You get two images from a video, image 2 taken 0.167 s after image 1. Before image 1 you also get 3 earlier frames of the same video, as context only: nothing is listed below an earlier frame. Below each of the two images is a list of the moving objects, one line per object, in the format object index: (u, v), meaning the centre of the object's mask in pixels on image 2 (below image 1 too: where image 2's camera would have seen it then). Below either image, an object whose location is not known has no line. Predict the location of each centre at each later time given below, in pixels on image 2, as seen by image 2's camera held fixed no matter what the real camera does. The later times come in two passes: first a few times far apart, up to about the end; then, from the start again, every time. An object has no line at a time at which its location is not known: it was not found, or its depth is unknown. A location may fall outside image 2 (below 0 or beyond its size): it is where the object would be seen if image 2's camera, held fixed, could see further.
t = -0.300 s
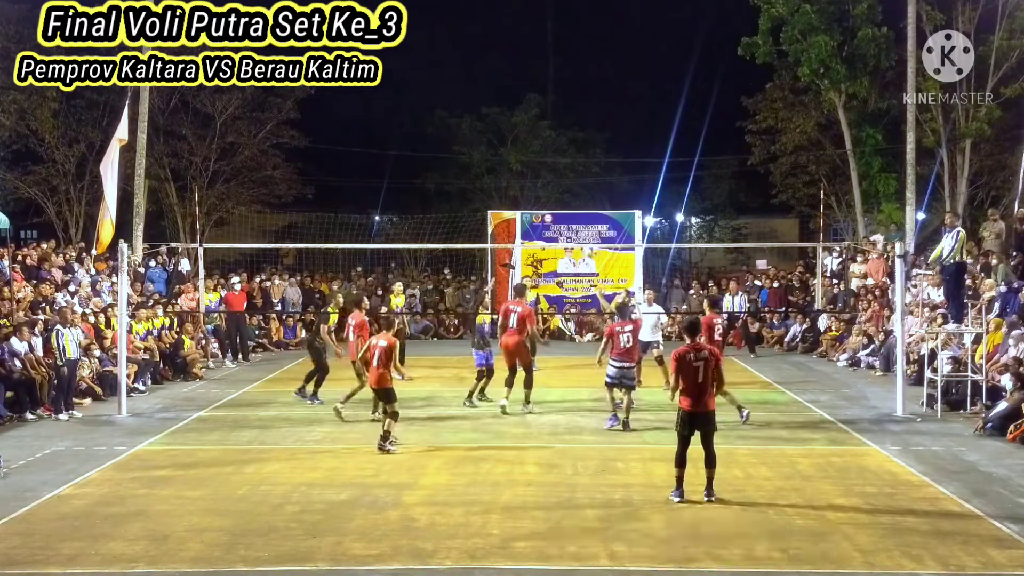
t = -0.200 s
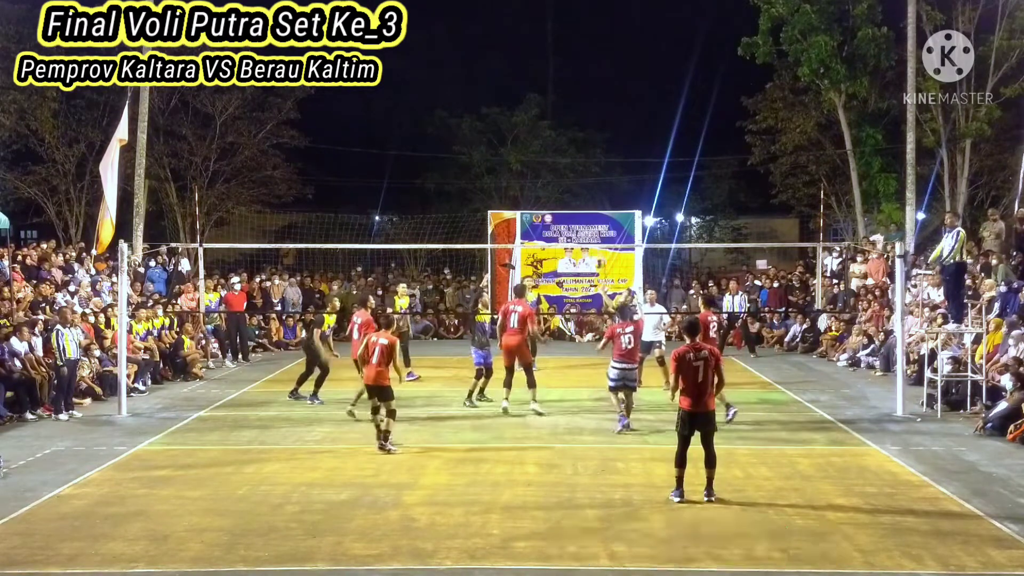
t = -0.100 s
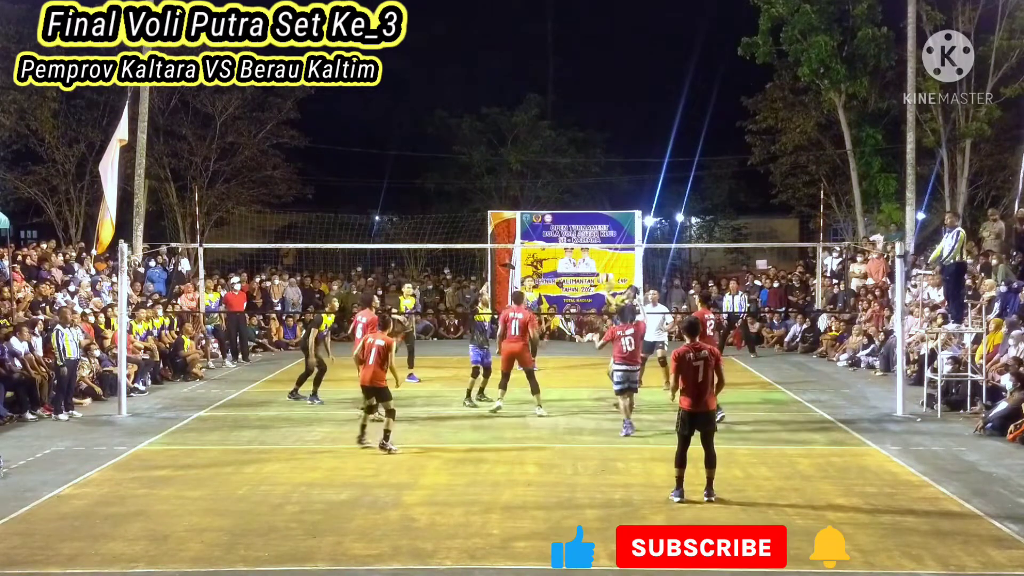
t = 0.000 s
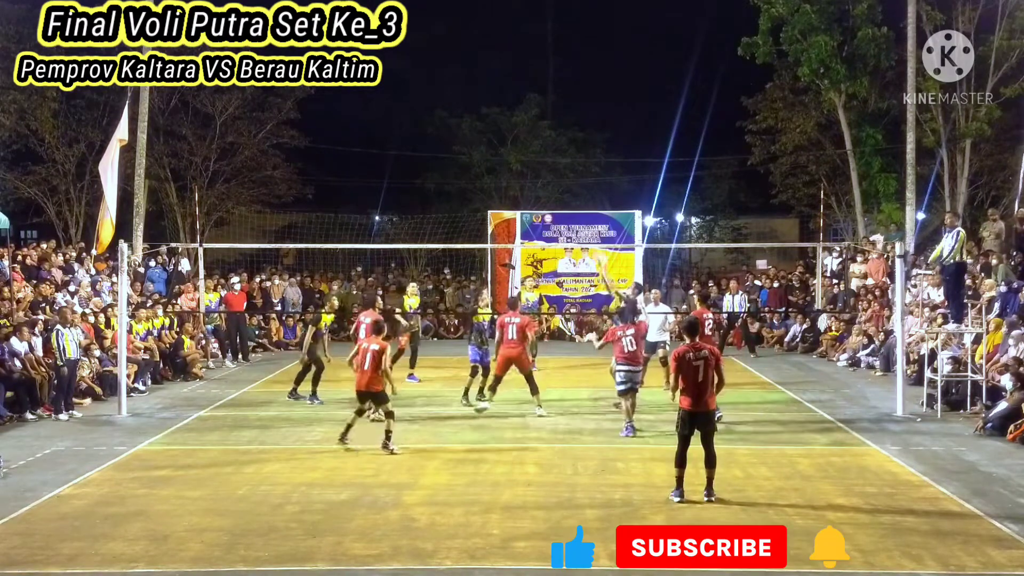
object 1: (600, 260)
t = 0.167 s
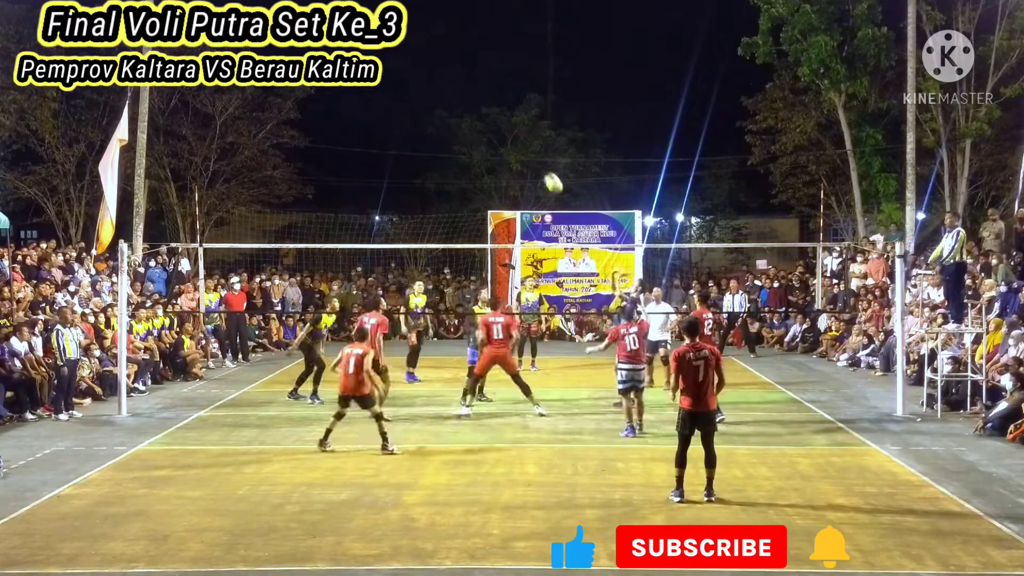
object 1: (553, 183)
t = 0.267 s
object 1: (526, 146)
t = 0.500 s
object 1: (463, 88)
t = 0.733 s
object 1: (403, 68)
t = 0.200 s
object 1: (544, 170)
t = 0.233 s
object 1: (535, 158)
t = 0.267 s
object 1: (526, 146)
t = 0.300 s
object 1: (517, 136)
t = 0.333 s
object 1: (508, 126)
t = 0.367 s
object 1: (499, 117)
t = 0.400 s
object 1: (490, 109)
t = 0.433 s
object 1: (481, 101)
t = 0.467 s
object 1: (472, 94)
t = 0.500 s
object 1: (463, 88)
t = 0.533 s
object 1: (455, 83)
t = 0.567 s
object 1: (446, 79)
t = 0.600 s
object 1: (437, 75)
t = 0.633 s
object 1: (428, 72)
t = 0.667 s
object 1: (420, 70)
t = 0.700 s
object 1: (411, 69)
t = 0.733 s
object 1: (403, 68)
